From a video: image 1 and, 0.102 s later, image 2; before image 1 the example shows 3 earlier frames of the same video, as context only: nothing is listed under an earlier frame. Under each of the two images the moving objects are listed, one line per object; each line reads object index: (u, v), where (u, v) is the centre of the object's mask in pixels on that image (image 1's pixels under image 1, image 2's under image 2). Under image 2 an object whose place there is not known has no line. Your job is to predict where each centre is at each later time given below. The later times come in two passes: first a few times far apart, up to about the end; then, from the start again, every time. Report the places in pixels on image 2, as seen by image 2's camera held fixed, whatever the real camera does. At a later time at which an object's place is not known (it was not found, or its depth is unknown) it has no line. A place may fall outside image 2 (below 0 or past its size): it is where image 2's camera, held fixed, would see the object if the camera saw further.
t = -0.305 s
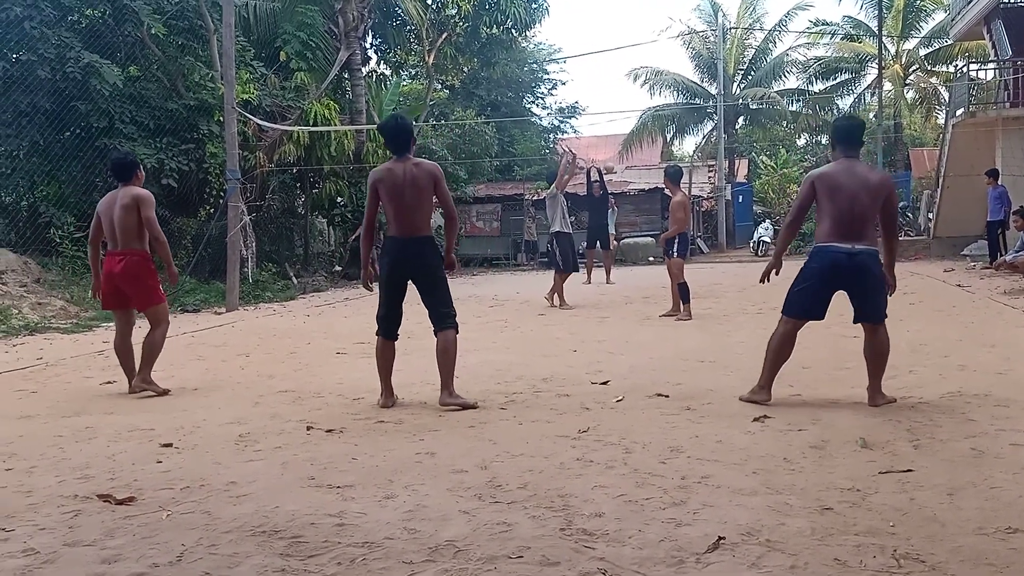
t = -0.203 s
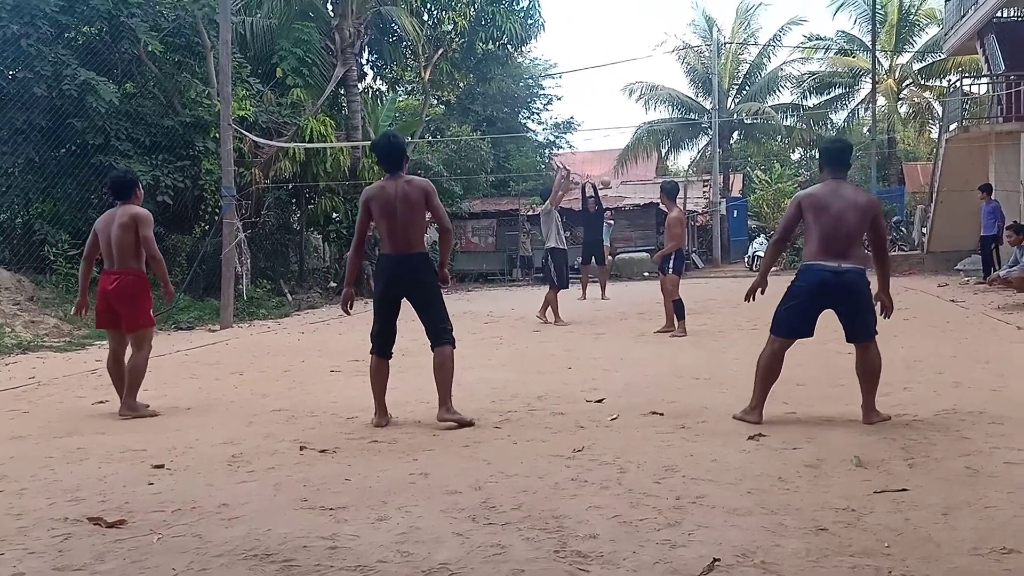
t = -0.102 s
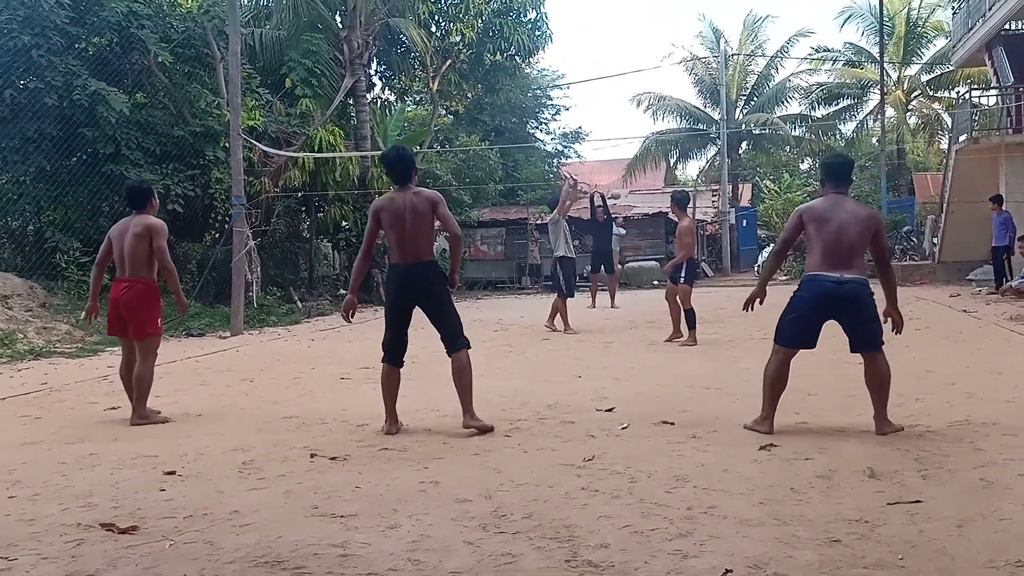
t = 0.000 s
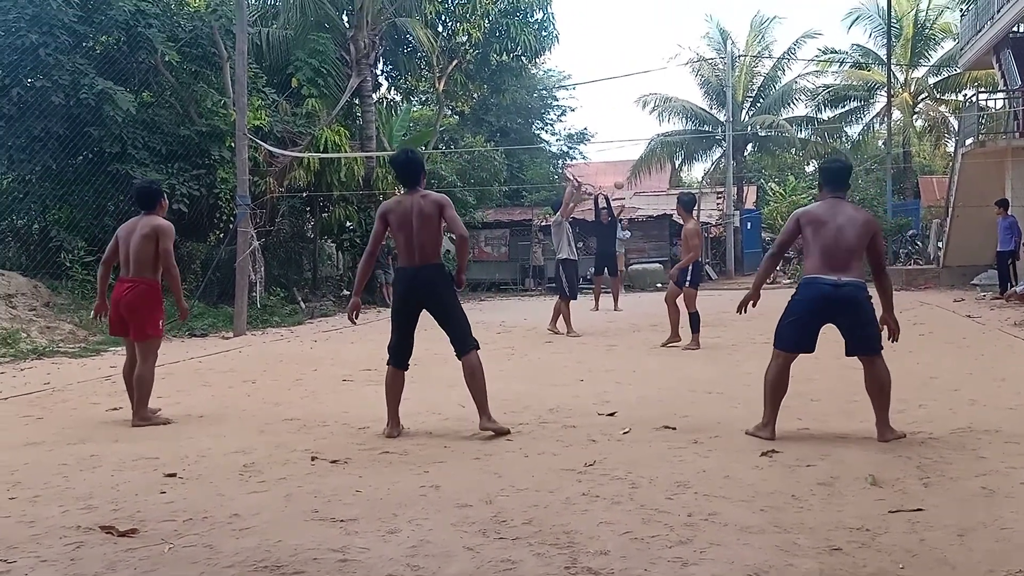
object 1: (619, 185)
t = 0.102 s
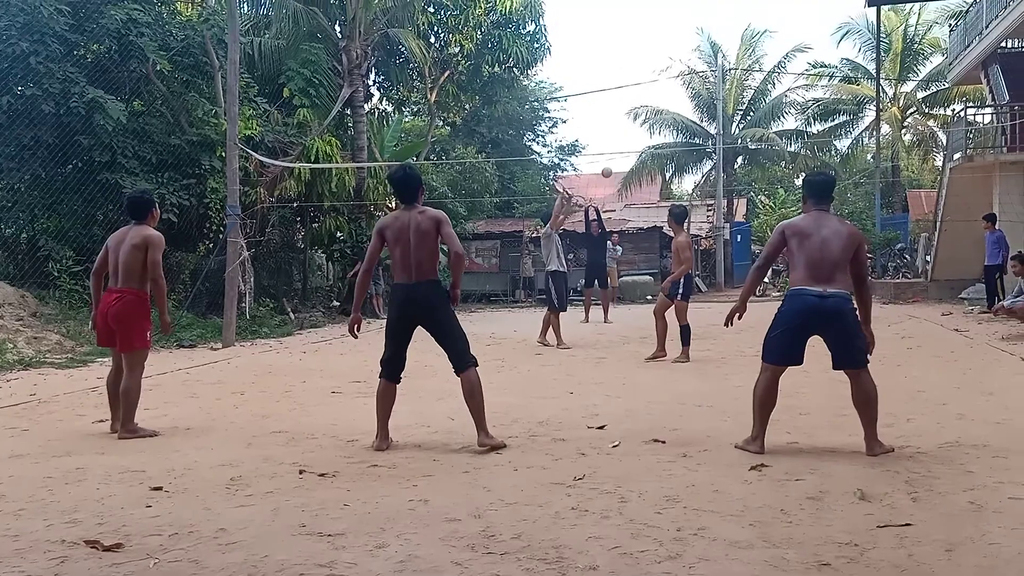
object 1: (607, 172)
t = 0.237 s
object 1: (603, 144)
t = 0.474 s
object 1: (598, 103)
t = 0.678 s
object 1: (594, 92)
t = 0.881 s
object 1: (592, 119)
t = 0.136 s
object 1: (605, 165)
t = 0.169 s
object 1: (604, 158)
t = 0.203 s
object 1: (604, 150)
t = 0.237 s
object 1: (603, 144)
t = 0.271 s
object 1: (602, 137)
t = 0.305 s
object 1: (601, 130)
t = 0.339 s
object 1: (601, 124)
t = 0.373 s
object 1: (601, 118)
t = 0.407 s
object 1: (600, 112)
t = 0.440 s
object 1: (599, 107)
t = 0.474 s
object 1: (598, 103)
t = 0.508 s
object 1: (597, 99)
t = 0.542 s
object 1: (596, 96)
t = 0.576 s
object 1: (596, 93)
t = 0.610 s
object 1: (595, 92)
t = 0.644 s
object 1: (595, 92)
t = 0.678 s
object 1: (594, 92)
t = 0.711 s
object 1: (594, 92)
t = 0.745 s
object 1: (594, 95)
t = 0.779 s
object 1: (593, 98)
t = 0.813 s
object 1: (593, 103)
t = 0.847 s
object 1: (592, 110)
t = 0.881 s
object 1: (592, 119)
